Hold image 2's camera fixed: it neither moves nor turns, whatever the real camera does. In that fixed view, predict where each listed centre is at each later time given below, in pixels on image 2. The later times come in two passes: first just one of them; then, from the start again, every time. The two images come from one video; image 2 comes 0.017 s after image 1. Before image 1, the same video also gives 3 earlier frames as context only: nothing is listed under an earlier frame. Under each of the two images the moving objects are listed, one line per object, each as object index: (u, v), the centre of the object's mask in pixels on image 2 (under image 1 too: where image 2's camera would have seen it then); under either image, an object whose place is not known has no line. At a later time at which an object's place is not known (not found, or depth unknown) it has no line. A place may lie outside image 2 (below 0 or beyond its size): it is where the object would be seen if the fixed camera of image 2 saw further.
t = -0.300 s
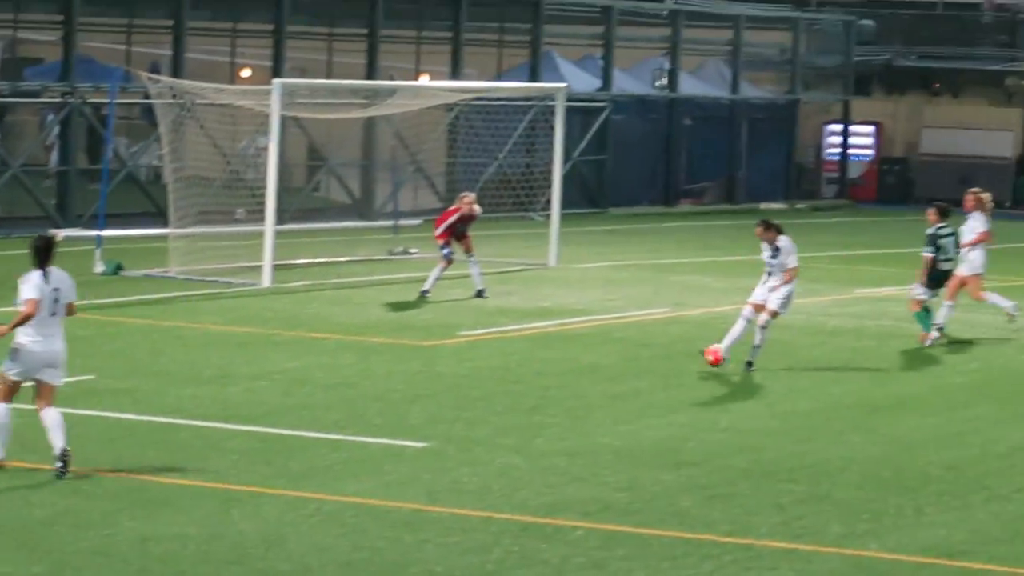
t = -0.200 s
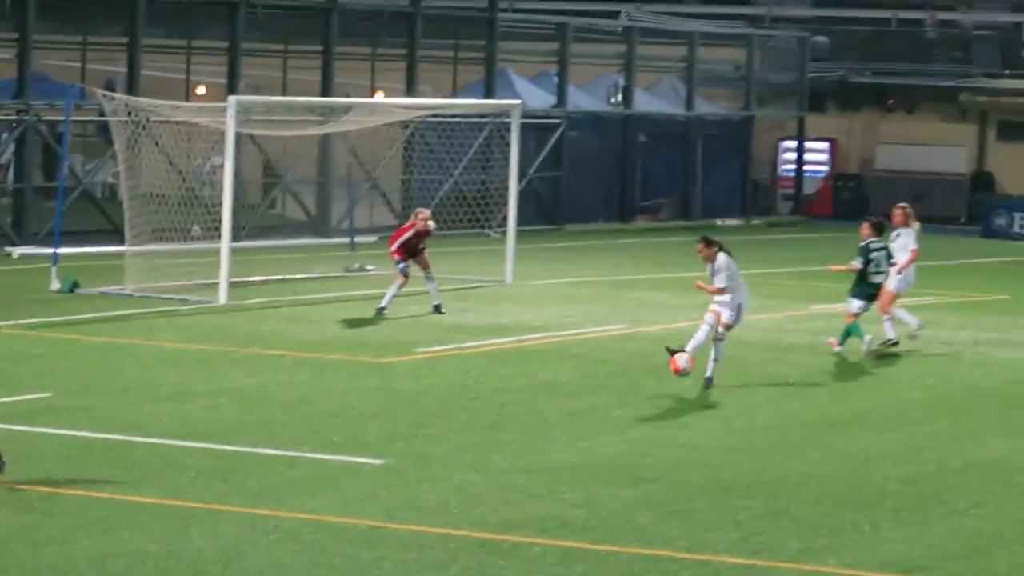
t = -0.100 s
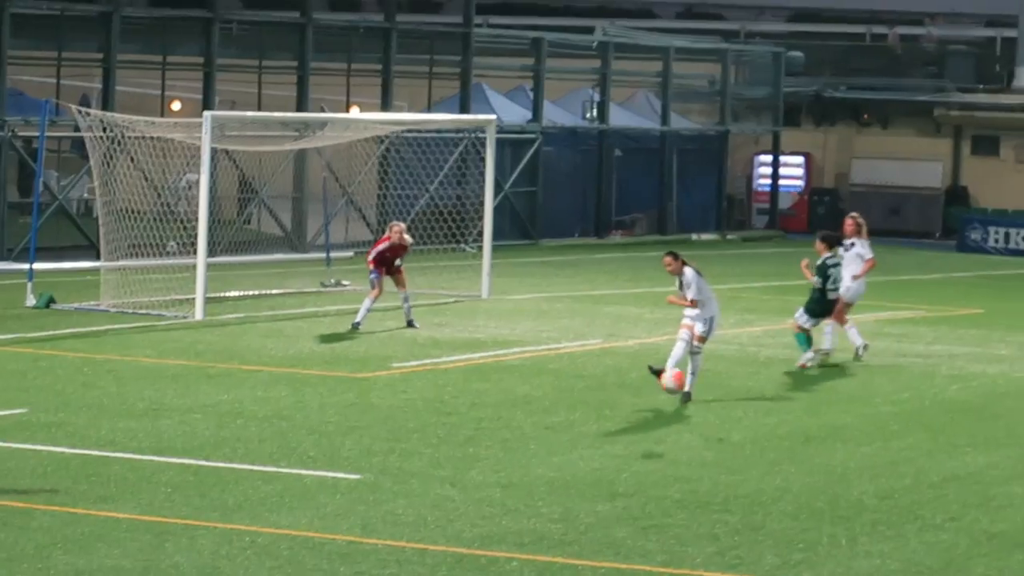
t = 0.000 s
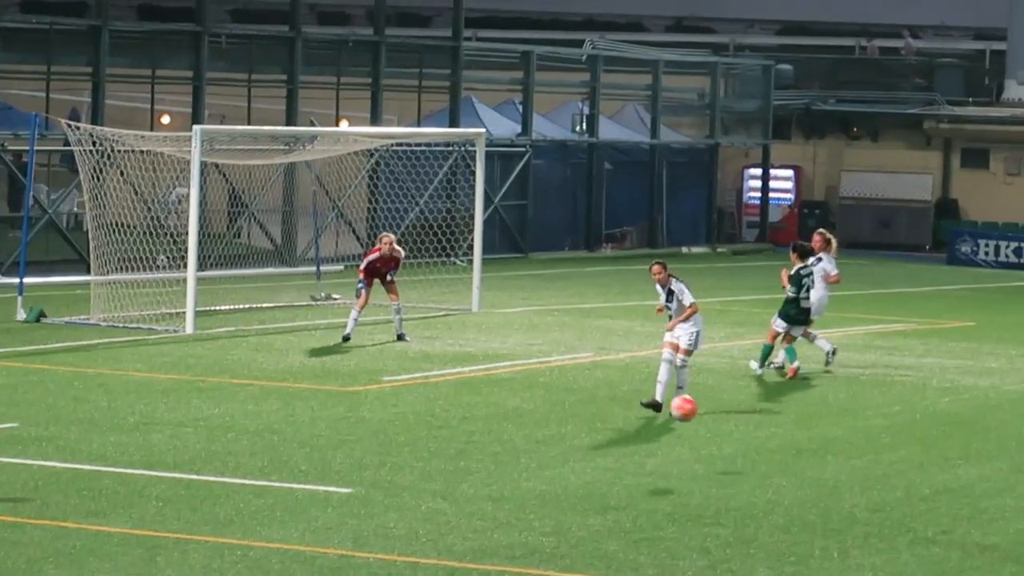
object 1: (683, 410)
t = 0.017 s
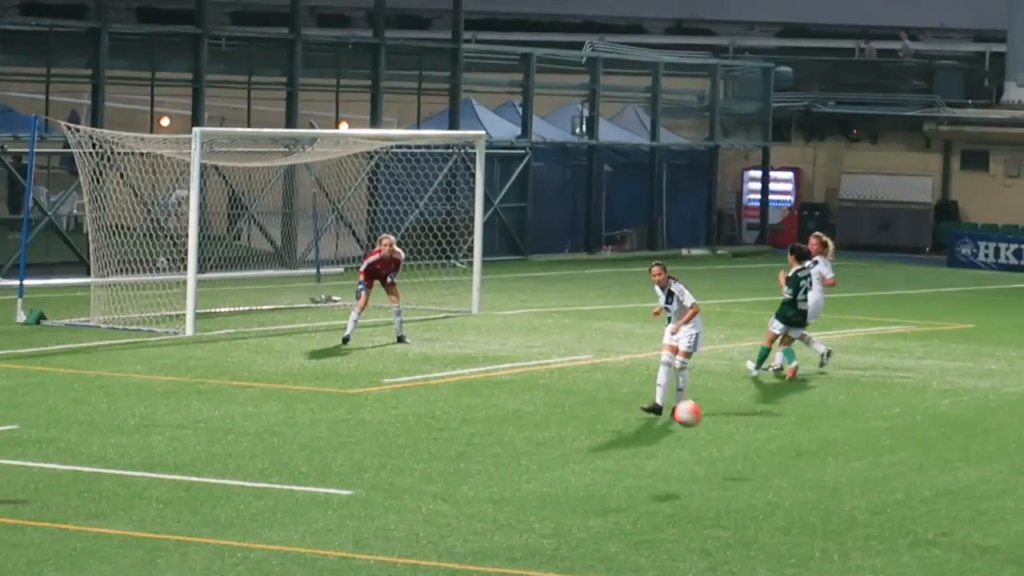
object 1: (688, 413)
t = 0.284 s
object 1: (775, 523)
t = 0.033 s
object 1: (691, 417)
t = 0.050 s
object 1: (695, 420)
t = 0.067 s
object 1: (700, 425)
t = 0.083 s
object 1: (704, 430)
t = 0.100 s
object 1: (707, 435)
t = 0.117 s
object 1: (714, 442)
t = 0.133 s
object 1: (719, 448)
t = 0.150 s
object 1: (723, 455)
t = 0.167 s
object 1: (730, 462)
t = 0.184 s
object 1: (736, 470)
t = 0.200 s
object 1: (740, 477)
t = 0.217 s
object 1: (747, 484)
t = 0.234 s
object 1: (754, 493)
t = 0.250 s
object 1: (760, 501)
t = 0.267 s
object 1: (767, 511)
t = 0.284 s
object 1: (775, 523)
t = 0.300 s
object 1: (783, 526)
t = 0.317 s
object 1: (790, 524)
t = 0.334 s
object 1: (797, 525)
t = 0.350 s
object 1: (806, 522)
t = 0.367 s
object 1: (813, 521)
